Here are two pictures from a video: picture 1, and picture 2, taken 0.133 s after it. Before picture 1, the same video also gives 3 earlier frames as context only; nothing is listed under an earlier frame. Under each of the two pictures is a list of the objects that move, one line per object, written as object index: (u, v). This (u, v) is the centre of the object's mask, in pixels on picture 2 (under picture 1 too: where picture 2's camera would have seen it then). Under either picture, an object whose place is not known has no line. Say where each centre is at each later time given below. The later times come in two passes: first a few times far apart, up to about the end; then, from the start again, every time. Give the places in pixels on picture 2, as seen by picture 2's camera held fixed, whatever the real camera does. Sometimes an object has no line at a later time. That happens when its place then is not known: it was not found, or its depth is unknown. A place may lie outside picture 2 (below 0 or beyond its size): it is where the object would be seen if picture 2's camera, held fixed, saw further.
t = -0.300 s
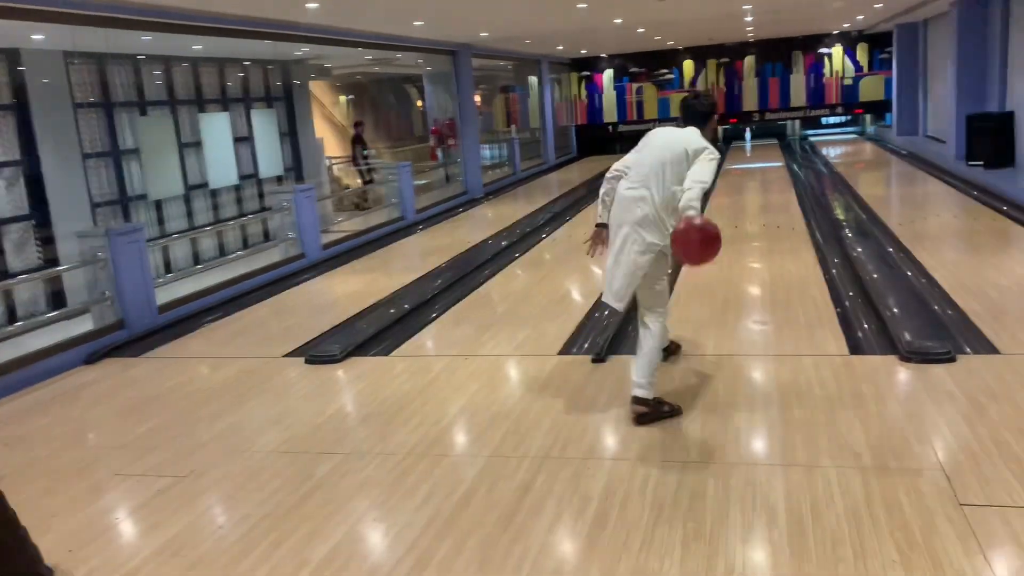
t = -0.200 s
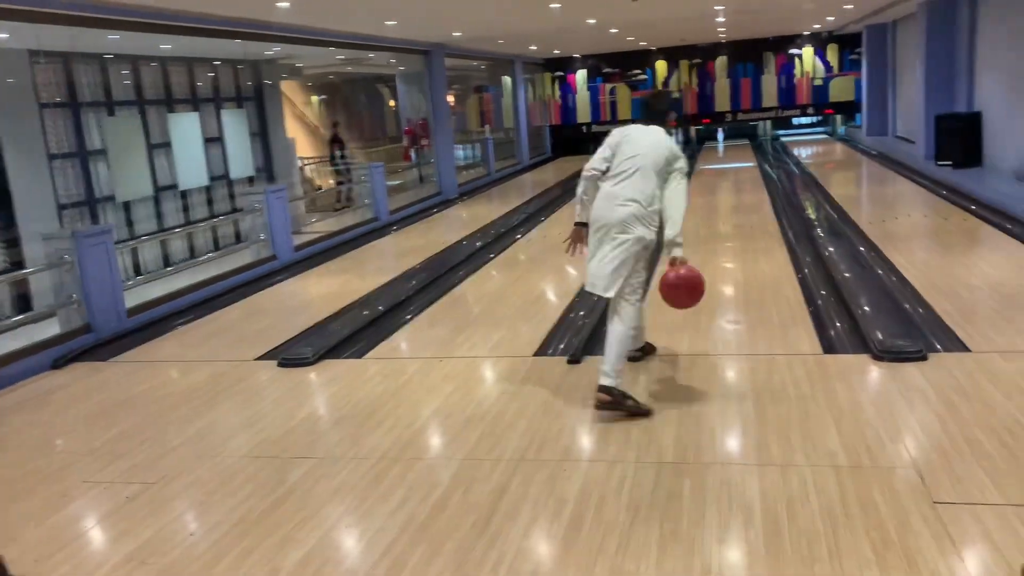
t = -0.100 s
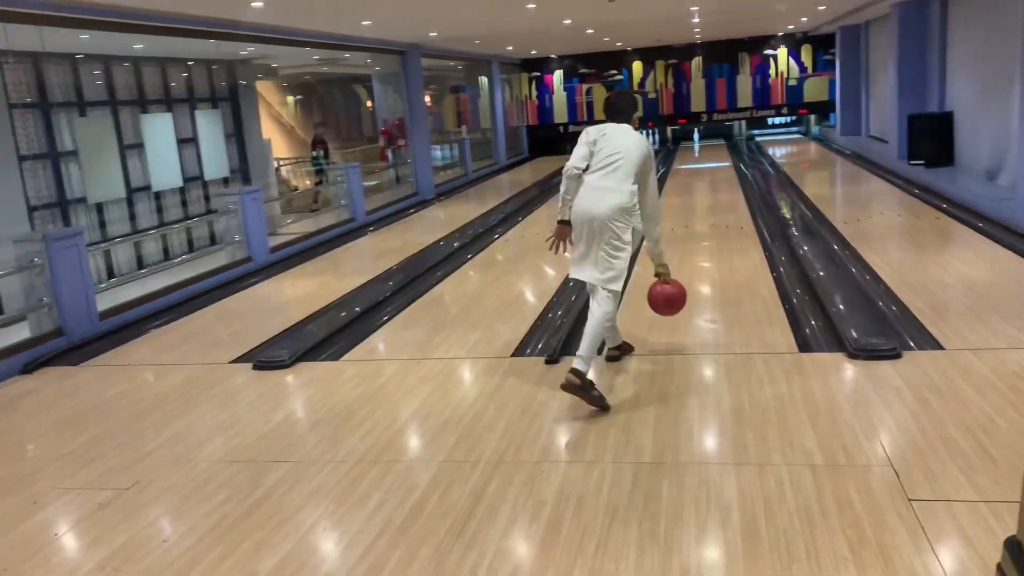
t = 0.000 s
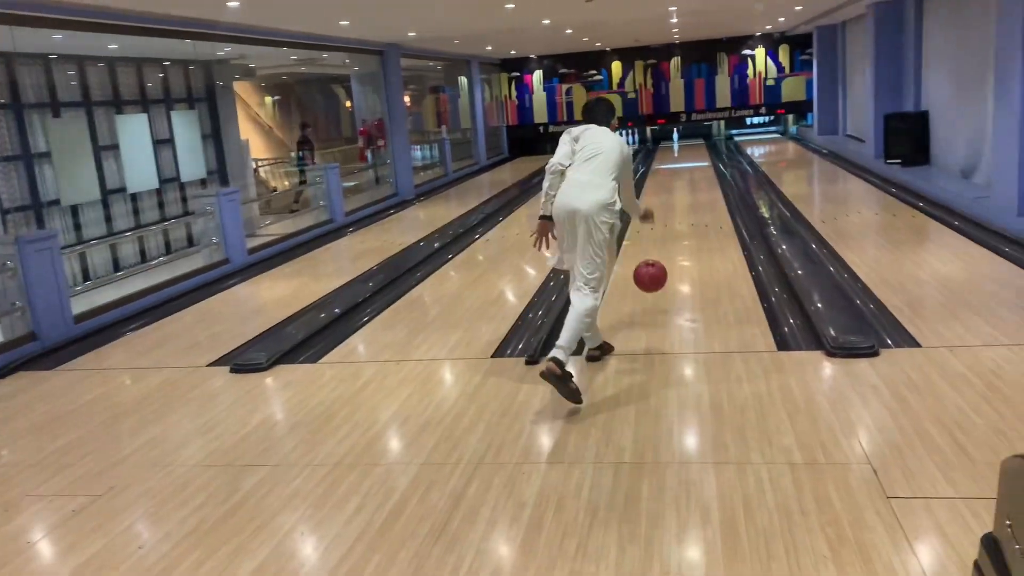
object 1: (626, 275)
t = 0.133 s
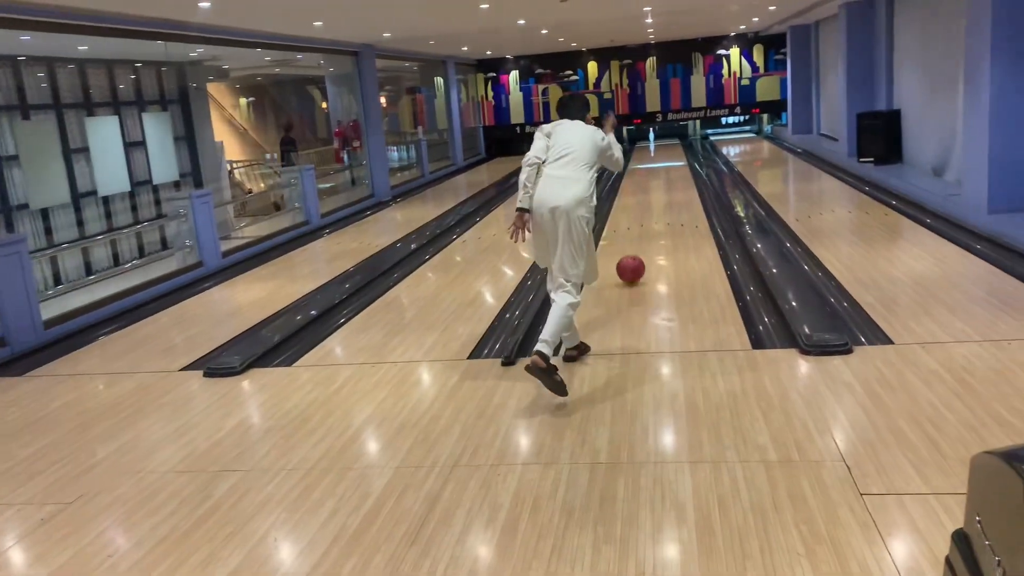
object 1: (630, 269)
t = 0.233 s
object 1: (632, 248)
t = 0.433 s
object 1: (635, 225)
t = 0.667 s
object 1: (636, 203)
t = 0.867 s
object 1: (637, 190)
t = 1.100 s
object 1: (639, 177)
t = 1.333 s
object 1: (640, 168)
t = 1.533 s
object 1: (640, 162)
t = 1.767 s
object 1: (641, 155)
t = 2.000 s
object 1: (642, 149)
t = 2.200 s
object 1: (644, 146)
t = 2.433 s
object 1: (645, 142)
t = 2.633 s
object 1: (645, 139)
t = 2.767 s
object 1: (642, 137)
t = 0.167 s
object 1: (631, 259)
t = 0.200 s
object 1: (631, 253)
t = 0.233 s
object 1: (632, 248)
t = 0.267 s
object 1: (633, 244)
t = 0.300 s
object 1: (633, 242)
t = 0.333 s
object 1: (633, 237)
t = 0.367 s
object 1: (634, 233)
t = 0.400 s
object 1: (634, 229)
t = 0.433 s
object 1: (635, 225)
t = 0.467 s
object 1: (635, 221)
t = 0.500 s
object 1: (635, 218)
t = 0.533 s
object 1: (635, 215)
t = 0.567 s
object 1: (636, 212)
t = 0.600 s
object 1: (636, 209)
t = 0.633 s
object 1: (636, 206)
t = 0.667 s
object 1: (636, 203)
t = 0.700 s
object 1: (637, 201)
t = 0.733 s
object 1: (637, 199)
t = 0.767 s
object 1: (637, 196)
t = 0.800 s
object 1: (637, 194)
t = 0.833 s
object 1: (637, 192)
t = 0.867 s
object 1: (637, 190)
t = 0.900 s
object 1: (638, 188)
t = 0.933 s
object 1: (638, 186)
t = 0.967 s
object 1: (638, 184)
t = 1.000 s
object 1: (638, 182)
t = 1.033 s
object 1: (638, 180)
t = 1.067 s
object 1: (639, 178)
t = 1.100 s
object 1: (639, 177)
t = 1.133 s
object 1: (639, 176)
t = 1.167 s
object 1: (639, 175)
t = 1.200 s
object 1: (640, 173)
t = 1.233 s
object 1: (639, 171)
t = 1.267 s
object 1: (640, 170)
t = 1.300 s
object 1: (640, 169)
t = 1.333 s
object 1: (640, 168)
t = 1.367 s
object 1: (640, 166)
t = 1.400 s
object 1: (640, 165)
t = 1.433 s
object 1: (640, 164)
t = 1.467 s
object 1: (641, 163)
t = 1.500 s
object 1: (641, 162)
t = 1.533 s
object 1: (640, 162)
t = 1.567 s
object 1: (641, 161)
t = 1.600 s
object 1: (641, 159)
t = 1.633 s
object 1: (641, 158)
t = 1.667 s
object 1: (641, 157)
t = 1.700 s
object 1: (641, 157)
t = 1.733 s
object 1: (641, 156)
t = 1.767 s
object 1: (641, 155)
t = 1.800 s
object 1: (641, 154)
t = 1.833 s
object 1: (642, 153)
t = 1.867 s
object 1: (642, 152)
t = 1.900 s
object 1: (642, 151)
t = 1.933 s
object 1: (642, 151)
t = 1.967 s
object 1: (642, 150)
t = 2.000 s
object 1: (642, 149)
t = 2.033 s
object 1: (642, 149)
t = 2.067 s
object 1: (643, 149)
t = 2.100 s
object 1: (643, 148)
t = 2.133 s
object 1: (643, 148)
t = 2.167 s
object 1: (643, 146)
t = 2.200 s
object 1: (644, 146)
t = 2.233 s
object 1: (644, 145)
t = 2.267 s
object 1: (644, 145)
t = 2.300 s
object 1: (644, 144)
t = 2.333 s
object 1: (644, 143)
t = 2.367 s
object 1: (644, 143)
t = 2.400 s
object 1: (644, 142)
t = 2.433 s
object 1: (645, 142)
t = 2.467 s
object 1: (645, 142)
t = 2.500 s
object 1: (645, 141)
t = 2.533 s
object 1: (645, 140)
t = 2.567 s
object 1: (646, 140)
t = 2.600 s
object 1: (645, 139)
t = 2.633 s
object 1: (645, 139)
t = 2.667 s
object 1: (645, 138)
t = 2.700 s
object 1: (645, 138)
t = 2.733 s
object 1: (643, 137)
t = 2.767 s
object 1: (642, 137)
